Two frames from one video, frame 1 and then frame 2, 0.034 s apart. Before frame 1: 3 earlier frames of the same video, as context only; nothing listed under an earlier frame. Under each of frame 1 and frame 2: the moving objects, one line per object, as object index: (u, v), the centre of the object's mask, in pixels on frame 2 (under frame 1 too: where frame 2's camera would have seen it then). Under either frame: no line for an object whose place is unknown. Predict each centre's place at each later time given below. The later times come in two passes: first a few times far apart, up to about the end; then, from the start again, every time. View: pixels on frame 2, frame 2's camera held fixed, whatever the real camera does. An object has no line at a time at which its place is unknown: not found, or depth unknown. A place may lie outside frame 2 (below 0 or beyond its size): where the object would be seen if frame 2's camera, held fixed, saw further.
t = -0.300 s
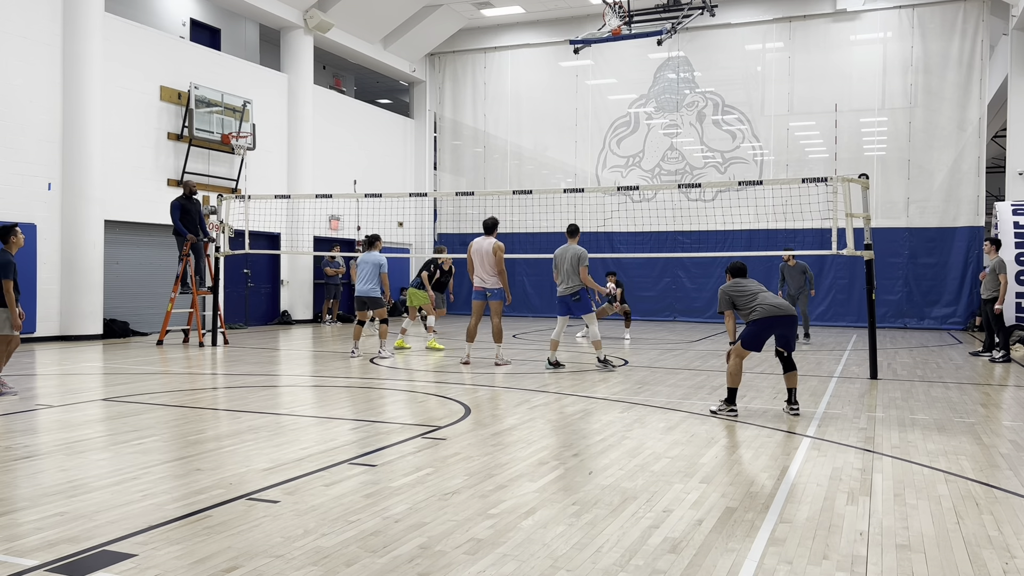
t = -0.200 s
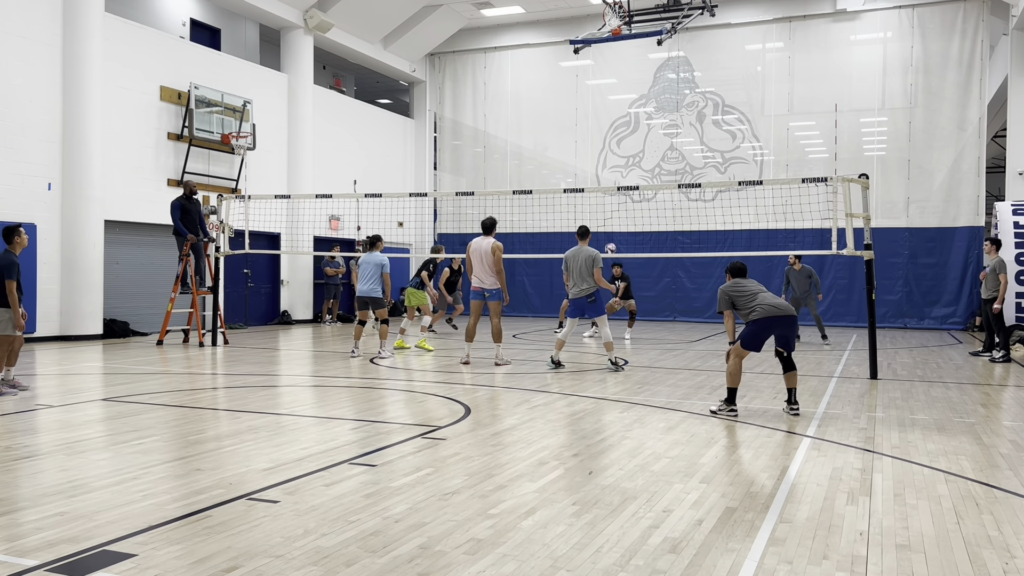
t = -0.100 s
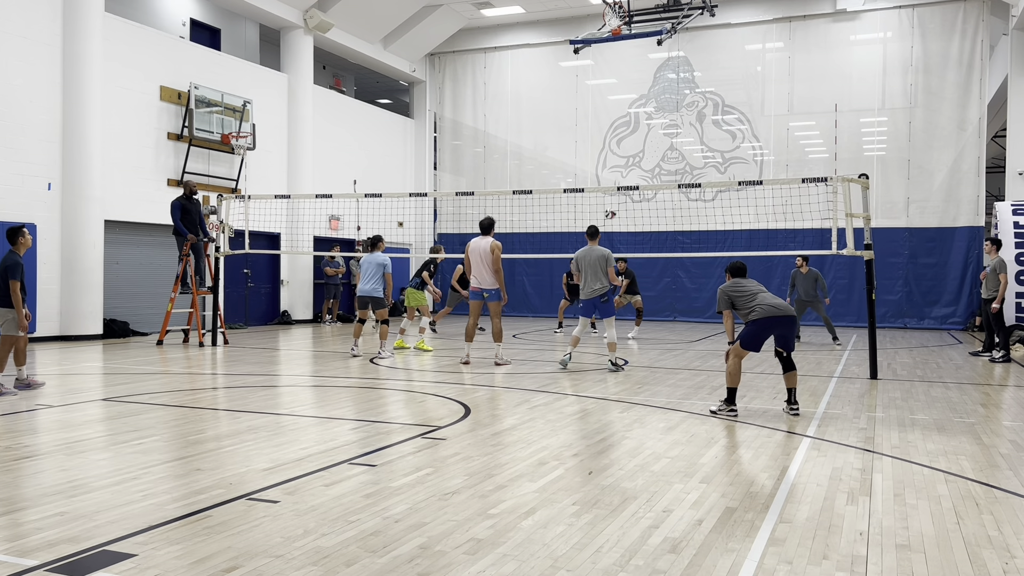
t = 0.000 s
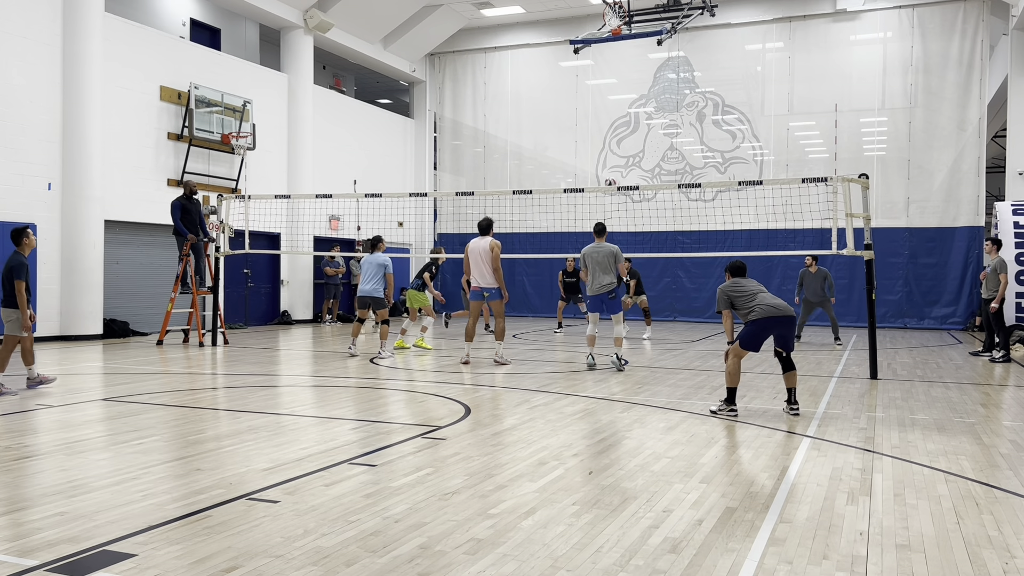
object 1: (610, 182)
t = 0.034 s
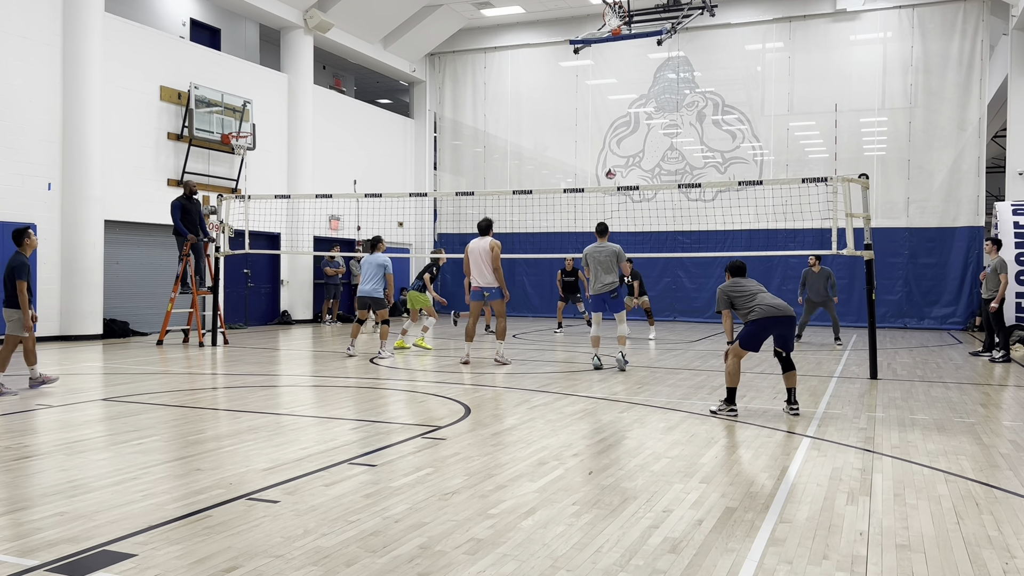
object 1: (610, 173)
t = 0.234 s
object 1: (609, 129)
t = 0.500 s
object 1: (607, 102)
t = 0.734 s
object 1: (605, 112)
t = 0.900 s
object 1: (603, 142)
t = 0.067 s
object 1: (610, 165)
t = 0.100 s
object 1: (610, 156)
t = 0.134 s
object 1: (610, 149)
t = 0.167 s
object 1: (609, 141)
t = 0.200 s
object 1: (609, 135)
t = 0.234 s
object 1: (609, 129)
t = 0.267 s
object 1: (609, 124)
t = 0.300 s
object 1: (609, 118)
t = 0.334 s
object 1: (609, 114)
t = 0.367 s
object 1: (608, 110)
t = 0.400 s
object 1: (608, 108)
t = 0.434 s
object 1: (608, 105)
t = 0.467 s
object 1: (608, 103)
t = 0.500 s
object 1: (607, 102)
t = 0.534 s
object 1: (607, 101)
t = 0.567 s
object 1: (607, 101)
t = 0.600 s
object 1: (606, 102)
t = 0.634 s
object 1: (606, 104)
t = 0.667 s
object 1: (605, 106)
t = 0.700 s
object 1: (605, 108)
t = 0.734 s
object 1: (605, 112)
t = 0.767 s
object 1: (604, 117)
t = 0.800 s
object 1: (604, 121)
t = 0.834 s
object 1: (603, 128)
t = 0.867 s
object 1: (603, 134)
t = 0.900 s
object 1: (603, 142)
